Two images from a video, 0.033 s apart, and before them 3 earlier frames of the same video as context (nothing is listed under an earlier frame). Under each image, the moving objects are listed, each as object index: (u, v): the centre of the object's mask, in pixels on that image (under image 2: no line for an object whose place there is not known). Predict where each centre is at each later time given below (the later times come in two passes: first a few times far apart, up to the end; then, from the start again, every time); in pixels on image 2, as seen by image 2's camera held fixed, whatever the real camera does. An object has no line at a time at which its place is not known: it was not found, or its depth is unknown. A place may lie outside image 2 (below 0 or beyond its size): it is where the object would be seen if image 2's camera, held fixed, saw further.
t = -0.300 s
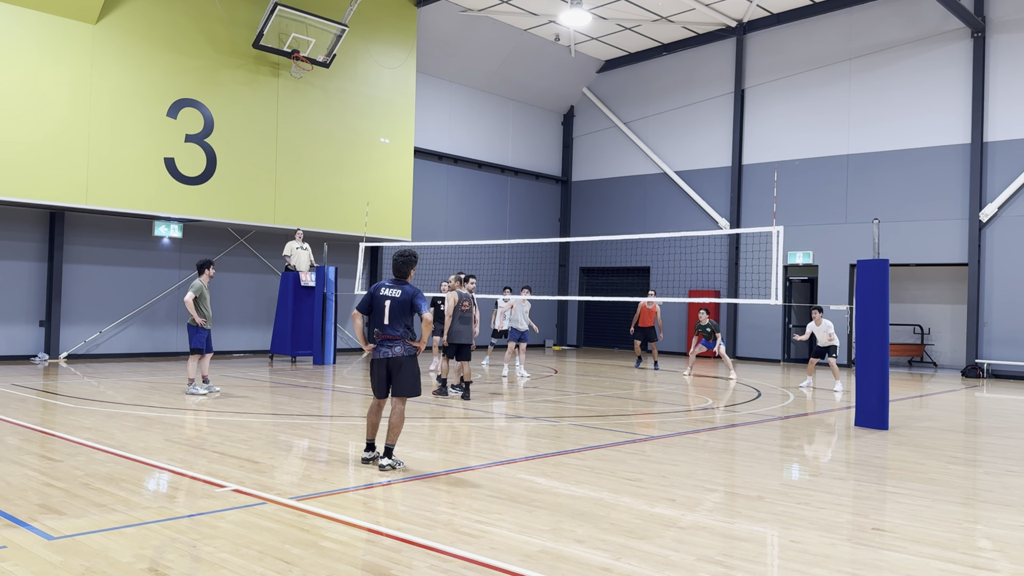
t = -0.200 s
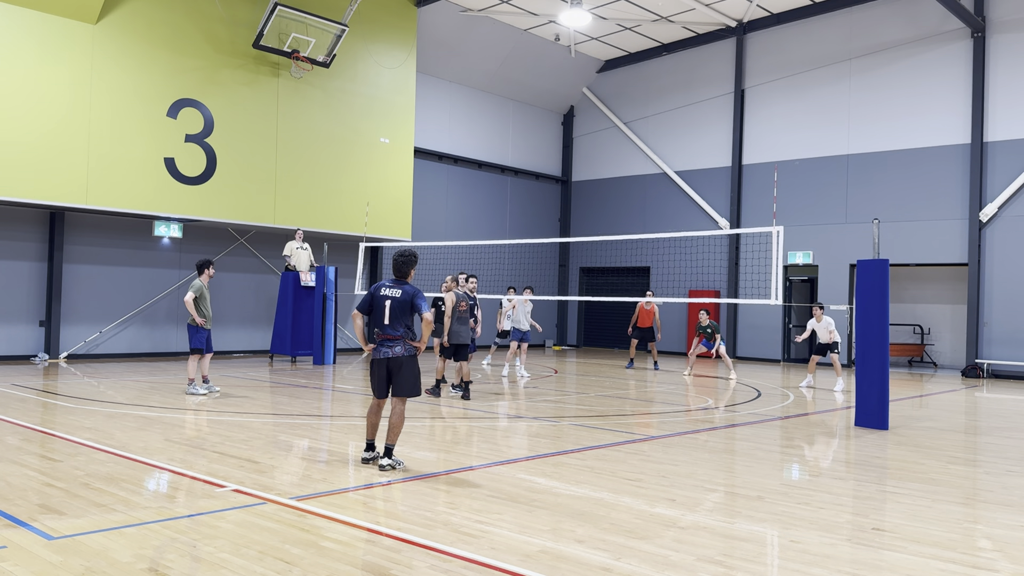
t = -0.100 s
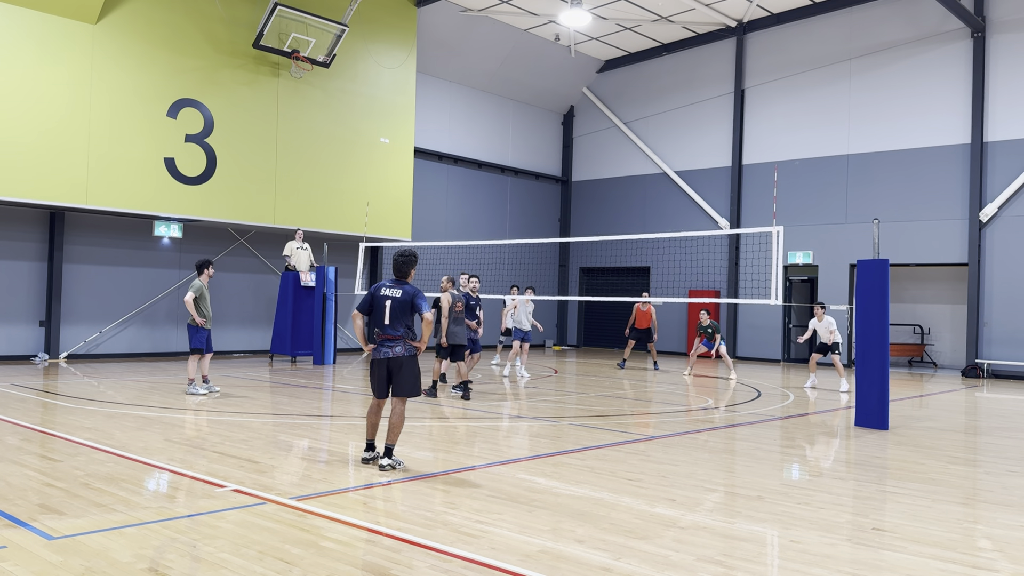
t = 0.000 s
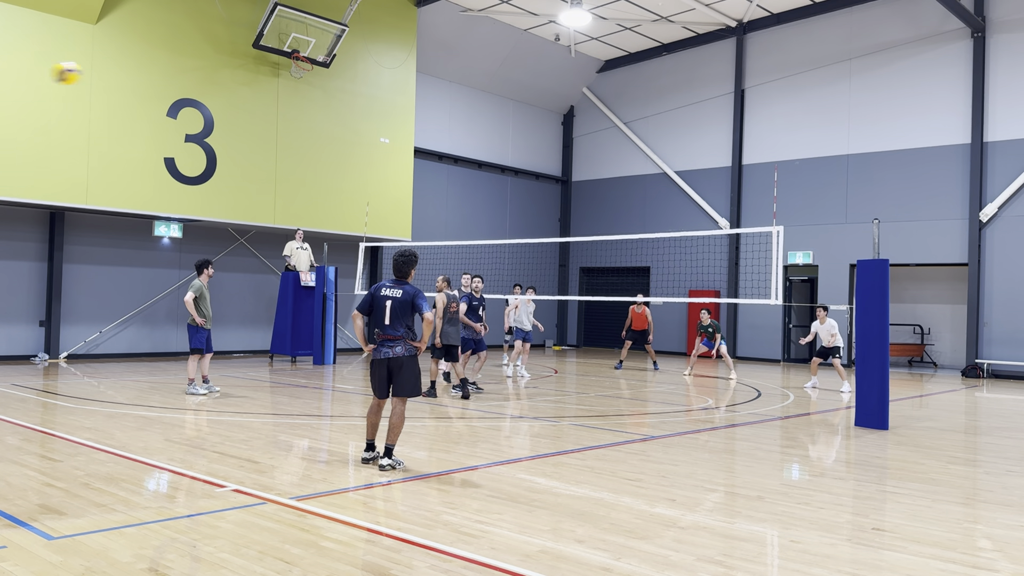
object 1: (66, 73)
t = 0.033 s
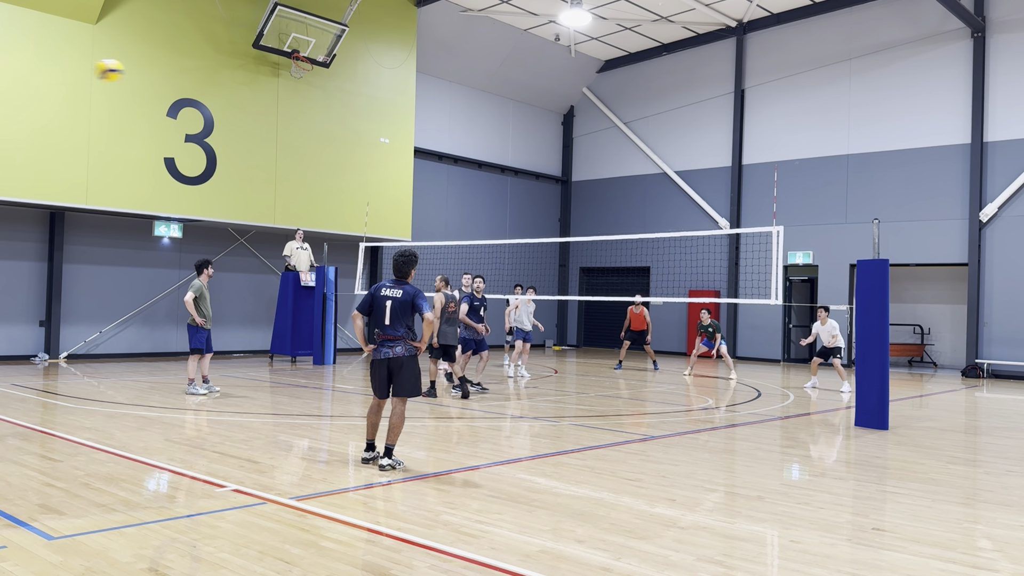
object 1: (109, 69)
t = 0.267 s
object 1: (330, 85)
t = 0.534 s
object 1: (486, 141)
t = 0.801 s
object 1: (587, 215)
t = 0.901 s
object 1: (617, 246)
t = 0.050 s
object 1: (130, 68)
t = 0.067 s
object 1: (148, 68)
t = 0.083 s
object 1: (167, 67)
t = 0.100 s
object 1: (184, 67)
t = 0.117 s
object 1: (201, 68)
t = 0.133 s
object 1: (218, 69)
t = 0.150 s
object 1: (234, 71)
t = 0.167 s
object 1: (249, 72)
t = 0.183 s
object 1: (264, 74)
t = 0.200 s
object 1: (278, 76)
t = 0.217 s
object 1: (291, 78)
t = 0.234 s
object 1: (305, 80)
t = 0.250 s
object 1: (318, 83)
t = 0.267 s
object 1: (330, 85)
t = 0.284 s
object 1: (342, 87)
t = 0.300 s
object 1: (354, 90)
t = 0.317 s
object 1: (365, 93)
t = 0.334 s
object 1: (376, 96)
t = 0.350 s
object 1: (387, 99)
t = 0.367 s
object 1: (397, 102)
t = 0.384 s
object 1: (407, 105)
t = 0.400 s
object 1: (417, 109)
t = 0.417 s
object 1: (426, 112)
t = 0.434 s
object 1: (436, 116)
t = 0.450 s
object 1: (445, 120)
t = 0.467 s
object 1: (454, 124)
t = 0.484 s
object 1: (462, 128)
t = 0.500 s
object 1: (470, 132)
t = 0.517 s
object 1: (479, 136)
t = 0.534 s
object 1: (486, 141)
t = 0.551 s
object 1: (494, 145)
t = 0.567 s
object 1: (501, 150)
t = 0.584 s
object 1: (508, 154)
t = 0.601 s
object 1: (515, 159)
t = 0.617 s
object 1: (522, 164)
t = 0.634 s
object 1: (529, 168)
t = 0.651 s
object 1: (534, 173)
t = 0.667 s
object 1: (541, 177)
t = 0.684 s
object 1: (547, 182)
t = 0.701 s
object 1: (553, 187)
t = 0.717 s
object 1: (559, 191)
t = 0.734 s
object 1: (565, 196)
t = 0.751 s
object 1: (570, 201)
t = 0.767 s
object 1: (576, 205)
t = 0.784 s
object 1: (581, 211)
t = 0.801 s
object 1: (587, 215)
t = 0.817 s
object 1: (592, 220)
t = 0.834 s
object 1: (597, 225)
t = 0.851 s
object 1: (602, 230)
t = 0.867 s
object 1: (607, 235)
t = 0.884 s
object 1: (613, 242)
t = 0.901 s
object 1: (617, 246)
